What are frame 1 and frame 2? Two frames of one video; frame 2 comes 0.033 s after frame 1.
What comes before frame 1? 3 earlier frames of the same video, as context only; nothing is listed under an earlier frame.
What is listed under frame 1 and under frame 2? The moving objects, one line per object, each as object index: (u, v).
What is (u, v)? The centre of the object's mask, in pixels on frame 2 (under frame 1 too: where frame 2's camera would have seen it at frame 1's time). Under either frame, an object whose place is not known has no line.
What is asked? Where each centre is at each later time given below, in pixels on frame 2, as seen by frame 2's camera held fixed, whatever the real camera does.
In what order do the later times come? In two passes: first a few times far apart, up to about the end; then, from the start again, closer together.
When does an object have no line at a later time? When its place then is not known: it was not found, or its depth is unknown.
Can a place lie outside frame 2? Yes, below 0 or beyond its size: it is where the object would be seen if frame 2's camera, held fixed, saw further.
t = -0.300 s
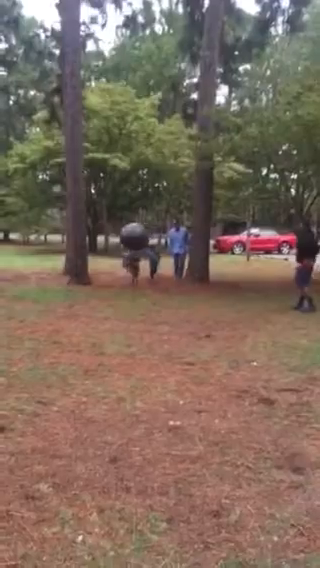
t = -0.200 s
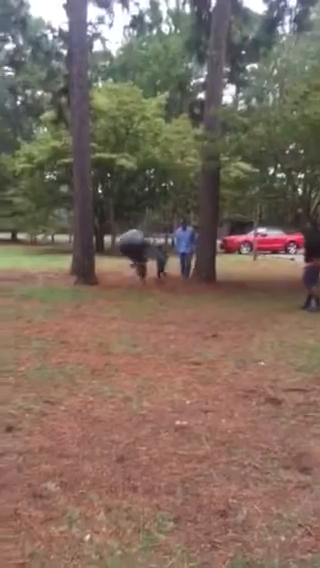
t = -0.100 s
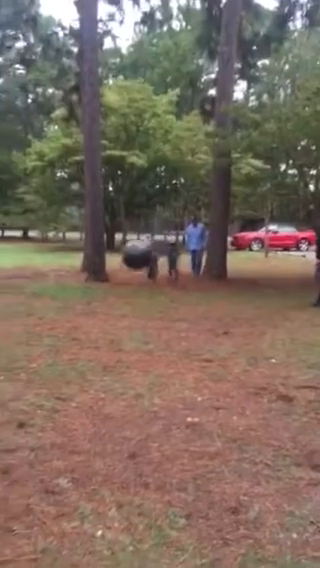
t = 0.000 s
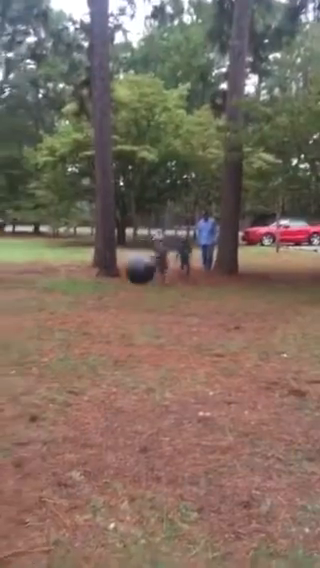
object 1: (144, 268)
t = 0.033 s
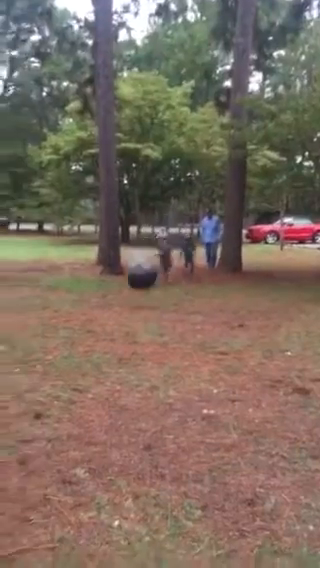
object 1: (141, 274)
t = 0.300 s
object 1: (124, 266)
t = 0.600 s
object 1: (104, 246)
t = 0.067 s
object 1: (138, 282)
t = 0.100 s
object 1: (135, 291)
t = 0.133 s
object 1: (133, 296)
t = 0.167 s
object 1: (132, 292)
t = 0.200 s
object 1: (130, 284)
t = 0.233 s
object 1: (128, 278)
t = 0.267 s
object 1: (126, 273)
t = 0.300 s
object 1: (124, 266)
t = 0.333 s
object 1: (122, 263)
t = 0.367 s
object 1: (121, 258)
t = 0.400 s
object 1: (118, 255)
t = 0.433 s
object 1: (116, 251)
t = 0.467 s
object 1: (113, 250)
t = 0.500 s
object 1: (111, 247)
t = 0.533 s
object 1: (108, 246)
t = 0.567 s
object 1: (106, 246)
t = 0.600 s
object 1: (104, 246)
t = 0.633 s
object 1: (100, 246)
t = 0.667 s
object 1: (98, 247)
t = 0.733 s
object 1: (91, 254)
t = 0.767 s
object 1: (88, 258)
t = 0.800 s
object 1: (85, 263)
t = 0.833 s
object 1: (81, 270)
